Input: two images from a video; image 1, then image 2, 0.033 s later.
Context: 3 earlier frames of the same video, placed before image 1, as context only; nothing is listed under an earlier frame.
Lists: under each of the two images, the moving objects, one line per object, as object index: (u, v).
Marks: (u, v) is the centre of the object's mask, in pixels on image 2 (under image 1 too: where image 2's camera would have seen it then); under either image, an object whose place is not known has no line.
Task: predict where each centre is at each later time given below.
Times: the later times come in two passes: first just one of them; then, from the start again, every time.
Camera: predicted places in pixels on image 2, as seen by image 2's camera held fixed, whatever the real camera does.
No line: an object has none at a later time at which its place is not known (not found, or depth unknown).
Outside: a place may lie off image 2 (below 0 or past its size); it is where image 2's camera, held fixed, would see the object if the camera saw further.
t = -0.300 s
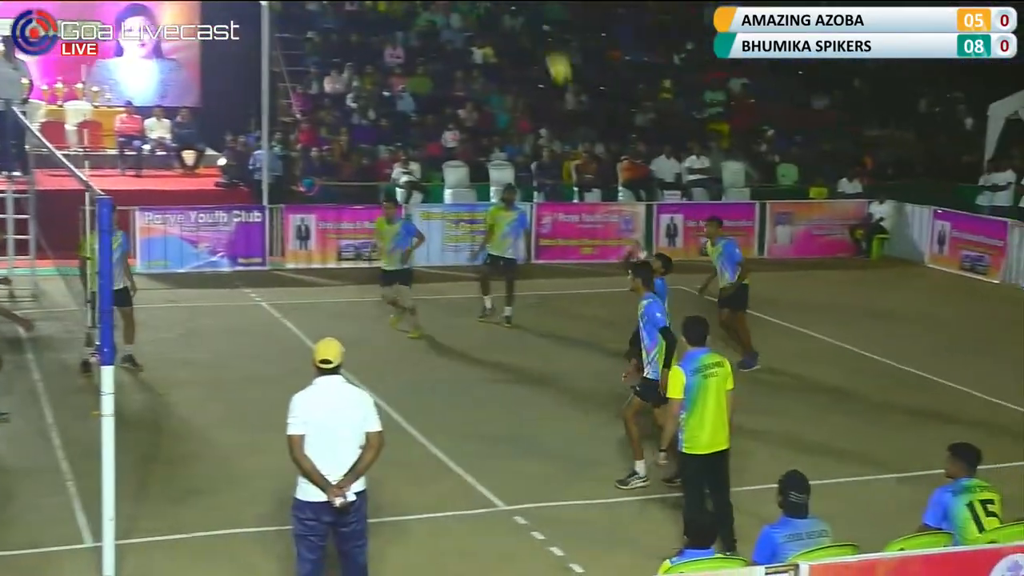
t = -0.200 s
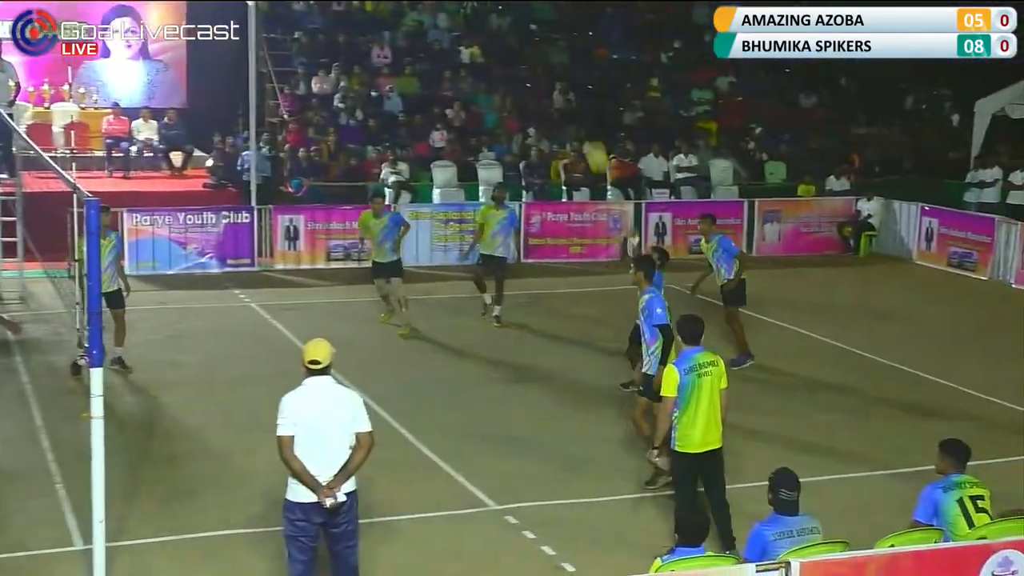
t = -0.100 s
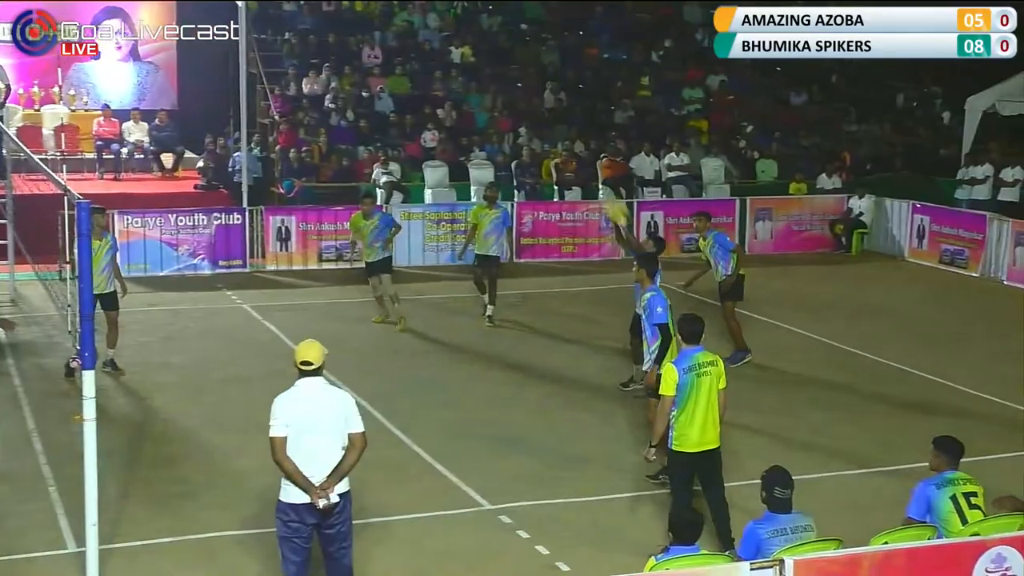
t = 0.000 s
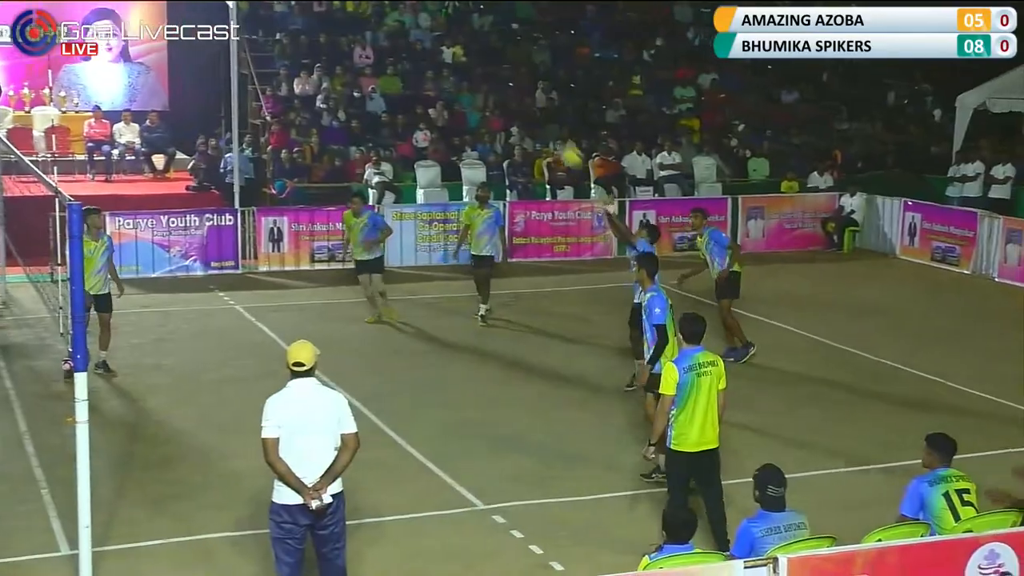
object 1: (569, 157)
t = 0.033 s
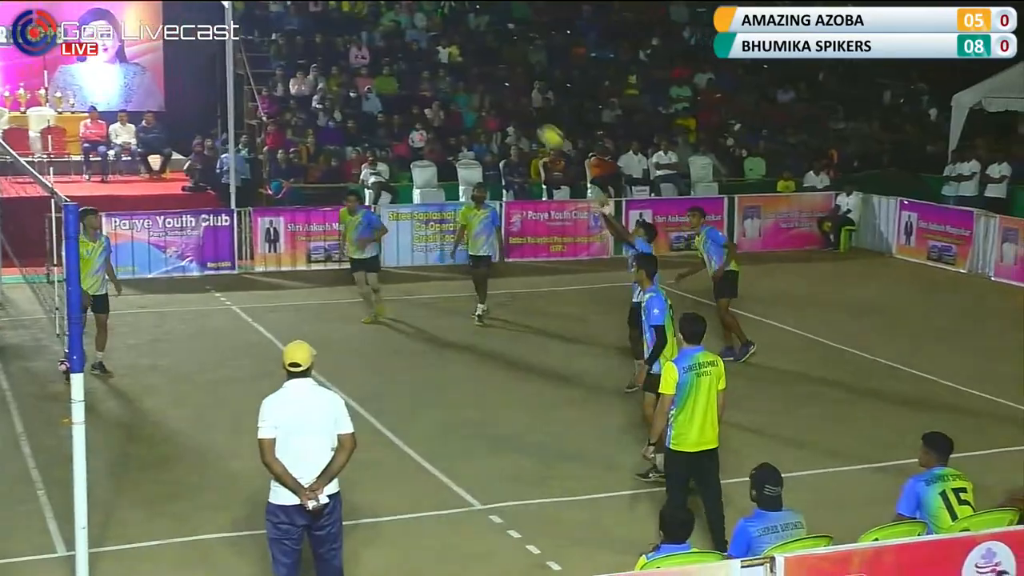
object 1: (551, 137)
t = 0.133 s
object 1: (512, 97)
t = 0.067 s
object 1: (543, 128)
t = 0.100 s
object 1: (527, 112)
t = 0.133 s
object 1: (512, 97)
